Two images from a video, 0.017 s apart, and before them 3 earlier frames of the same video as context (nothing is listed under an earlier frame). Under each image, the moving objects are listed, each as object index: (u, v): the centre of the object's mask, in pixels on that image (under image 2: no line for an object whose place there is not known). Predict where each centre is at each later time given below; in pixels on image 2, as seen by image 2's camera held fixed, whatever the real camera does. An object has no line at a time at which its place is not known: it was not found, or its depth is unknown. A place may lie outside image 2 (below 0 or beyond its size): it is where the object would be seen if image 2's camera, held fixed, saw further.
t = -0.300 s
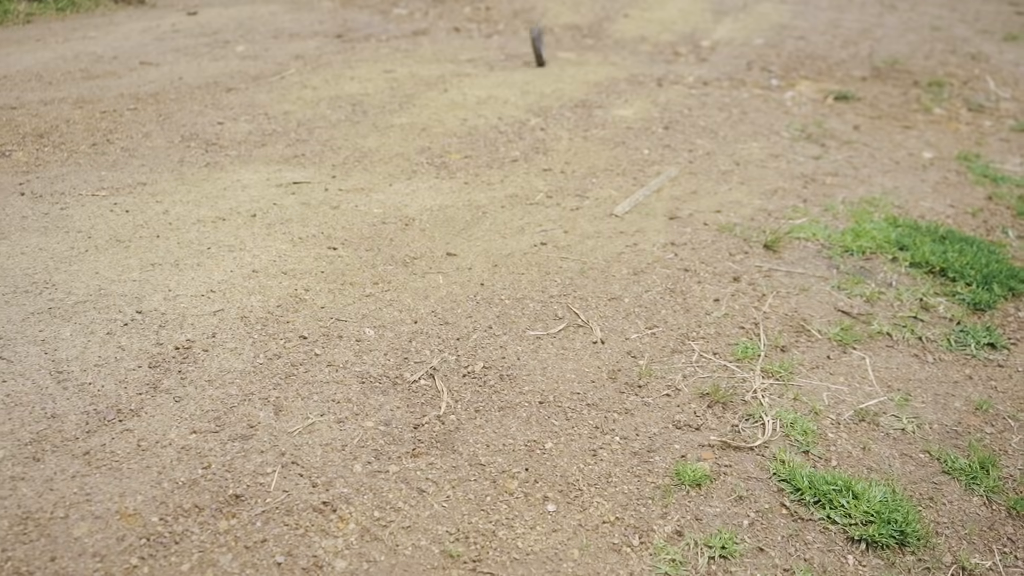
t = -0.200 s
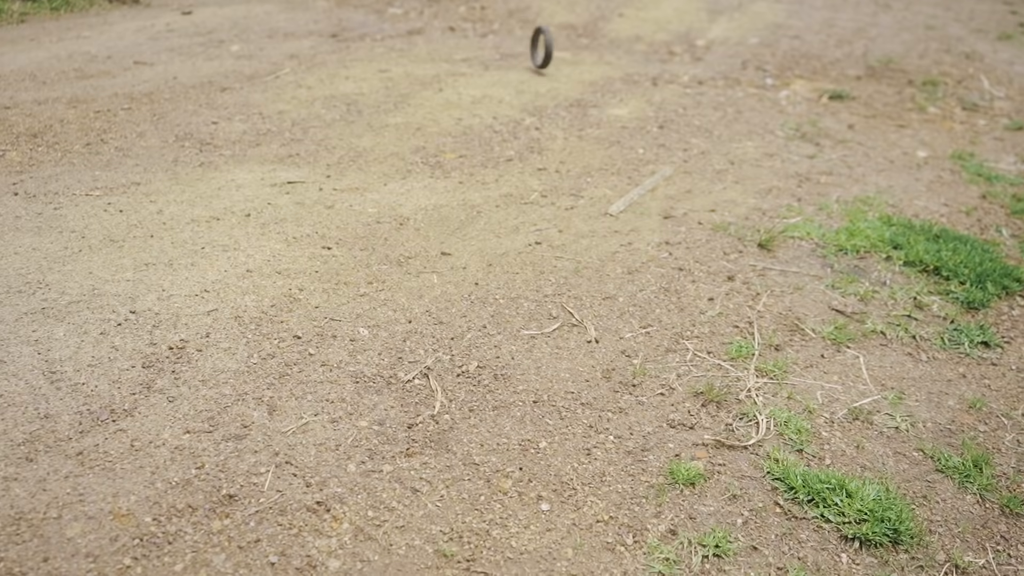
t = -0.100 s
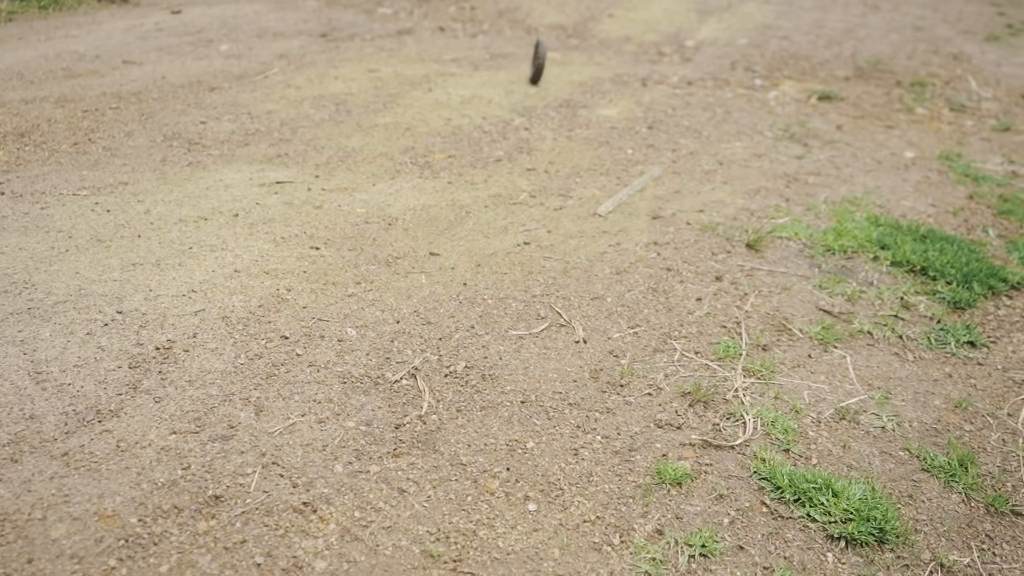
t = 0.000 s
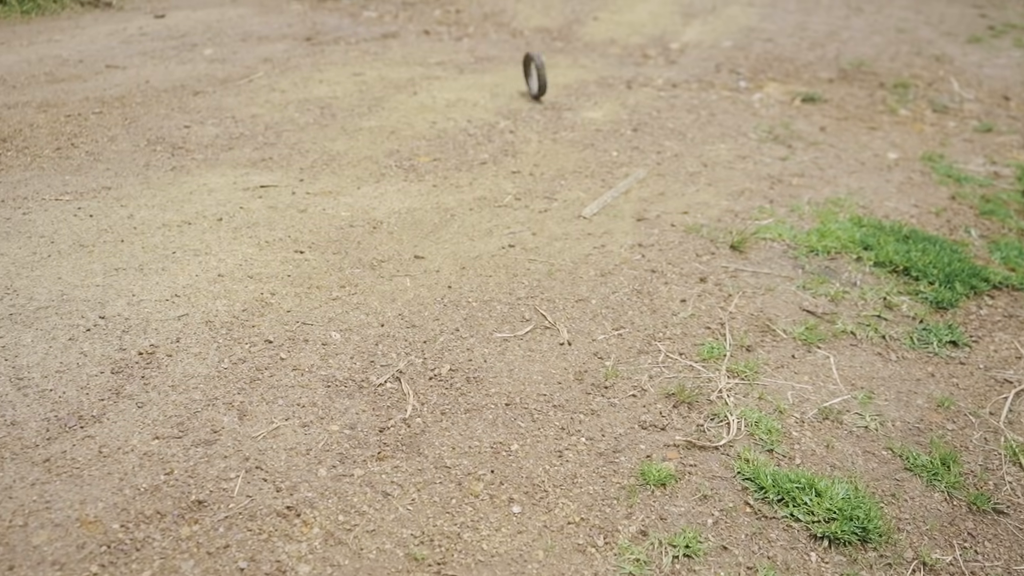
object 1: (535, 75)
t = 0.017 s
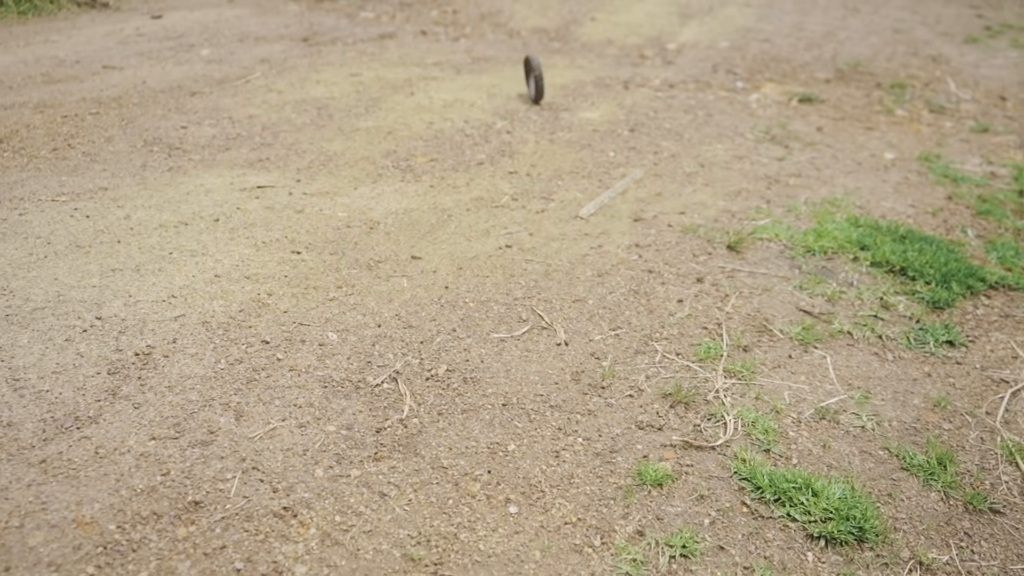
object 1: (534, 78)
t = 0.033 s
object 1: (536, 79)
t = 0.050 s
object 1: (538, 80)
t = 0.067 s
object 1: (539, 83)
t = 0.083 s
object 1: (542, 85)
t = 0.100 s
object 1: (544, 87)
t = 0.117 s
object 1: (547, 89)
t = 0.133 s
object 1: (549, 90)
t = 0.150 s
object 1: (551, 91)
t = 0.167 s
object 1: (553, 91)
